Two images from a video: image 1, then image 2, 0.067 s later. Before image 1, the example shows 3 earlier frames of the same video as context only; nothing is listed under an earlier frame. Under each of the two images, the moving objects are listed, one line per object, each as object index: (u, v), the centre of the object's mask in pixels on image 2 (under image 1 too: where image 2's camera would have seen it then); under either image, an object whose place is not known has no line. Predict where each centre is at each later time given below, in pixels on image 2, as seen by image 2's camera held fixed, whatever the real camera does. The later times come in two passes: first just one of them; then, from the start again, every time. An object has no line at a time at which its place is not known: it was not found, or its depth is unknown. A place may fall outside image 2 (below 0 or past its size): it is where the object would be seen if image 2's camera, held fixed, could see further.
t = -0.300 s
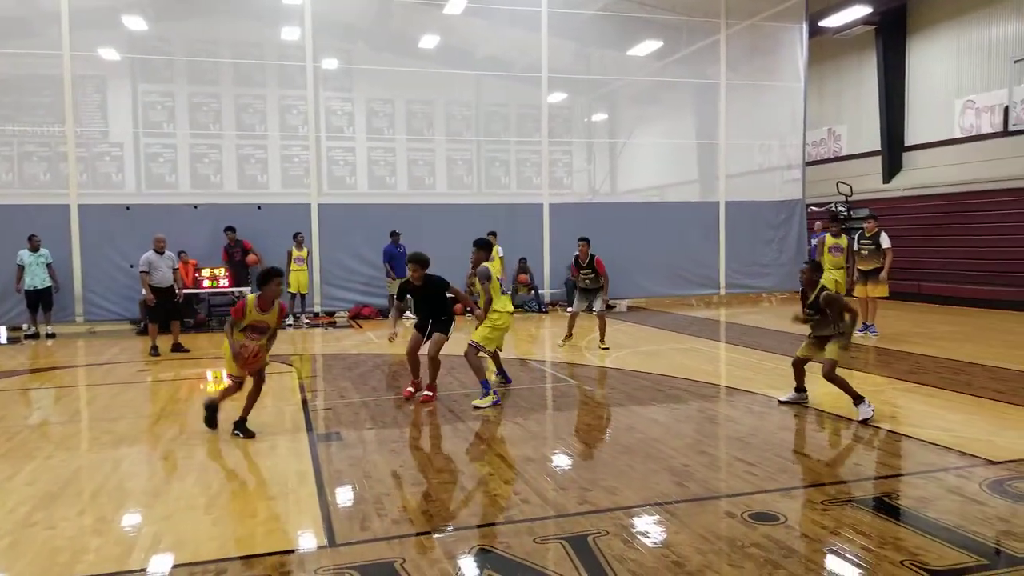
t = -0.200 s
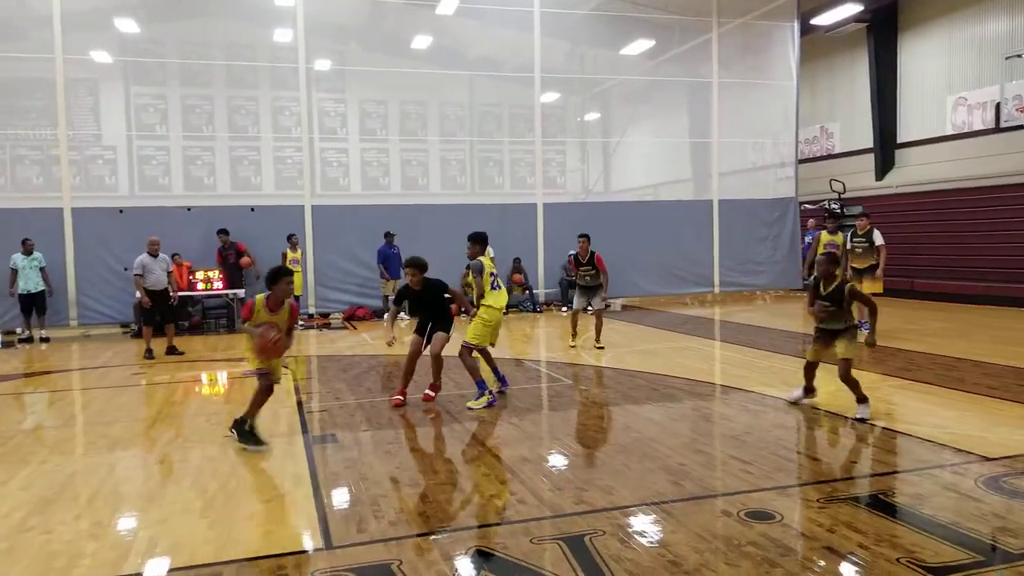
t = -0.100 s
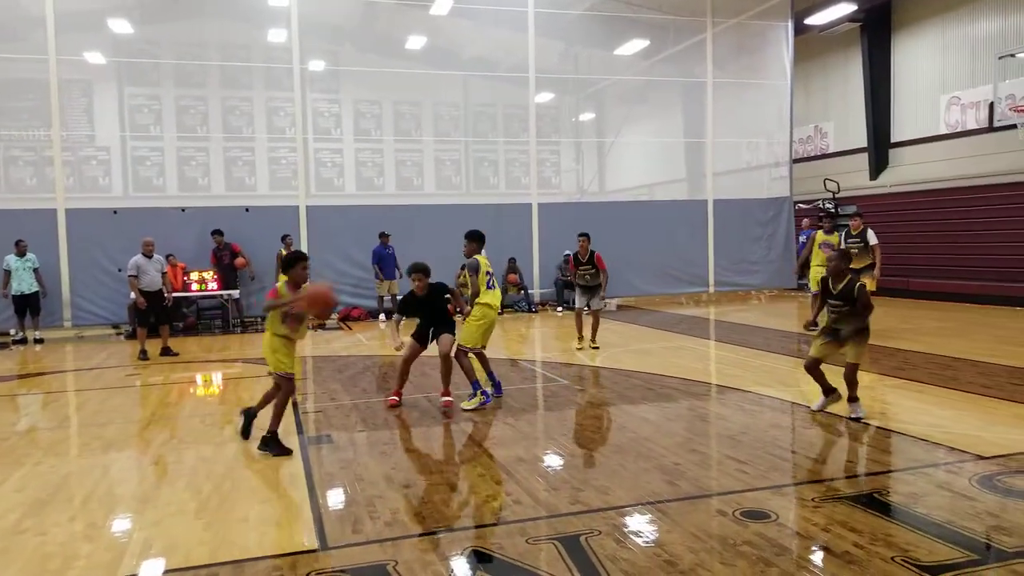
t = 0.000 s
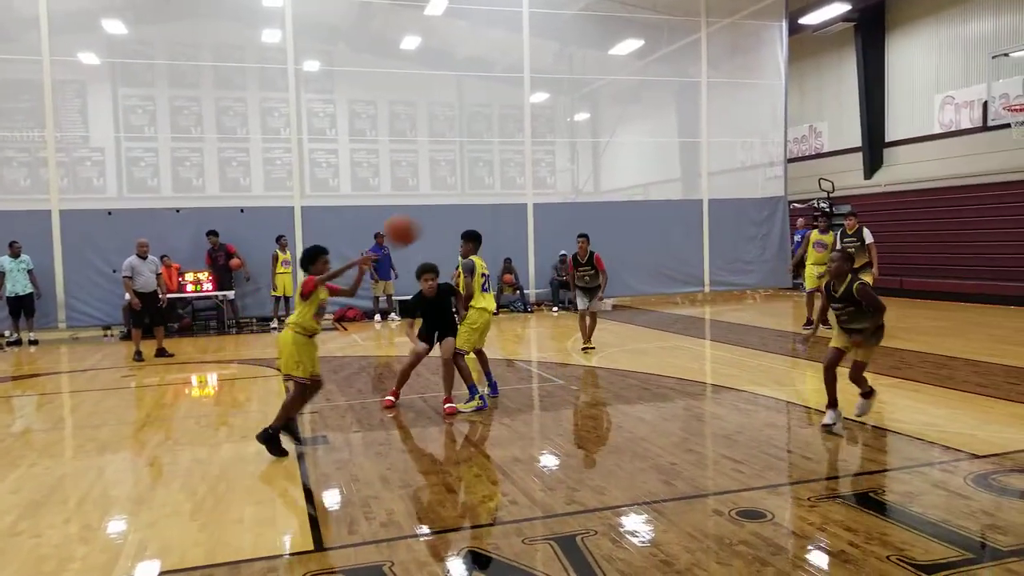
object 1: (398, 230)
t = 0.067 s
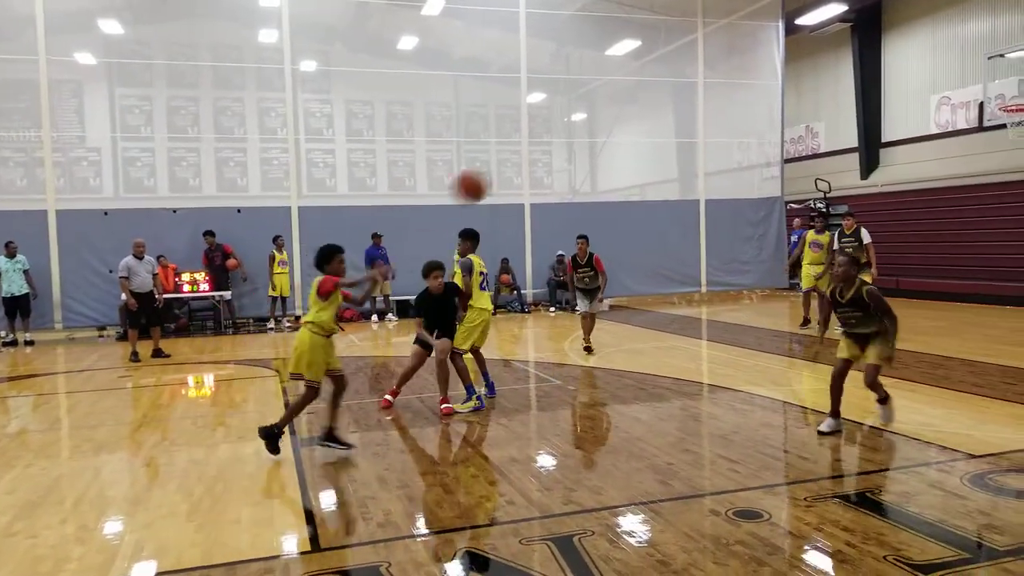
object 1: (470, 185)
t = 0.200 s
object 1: (635, 103)
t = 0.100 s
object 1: (509, 165)
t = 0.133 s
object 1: (550, 143)
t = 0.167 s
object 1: (592, 123)
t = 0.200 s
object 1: (635, 103)
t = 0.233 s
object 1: (680, 84)
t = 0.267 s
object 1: (726, 65)
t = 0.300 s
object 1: (775, 49)
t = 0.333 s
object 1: (822, 35)
